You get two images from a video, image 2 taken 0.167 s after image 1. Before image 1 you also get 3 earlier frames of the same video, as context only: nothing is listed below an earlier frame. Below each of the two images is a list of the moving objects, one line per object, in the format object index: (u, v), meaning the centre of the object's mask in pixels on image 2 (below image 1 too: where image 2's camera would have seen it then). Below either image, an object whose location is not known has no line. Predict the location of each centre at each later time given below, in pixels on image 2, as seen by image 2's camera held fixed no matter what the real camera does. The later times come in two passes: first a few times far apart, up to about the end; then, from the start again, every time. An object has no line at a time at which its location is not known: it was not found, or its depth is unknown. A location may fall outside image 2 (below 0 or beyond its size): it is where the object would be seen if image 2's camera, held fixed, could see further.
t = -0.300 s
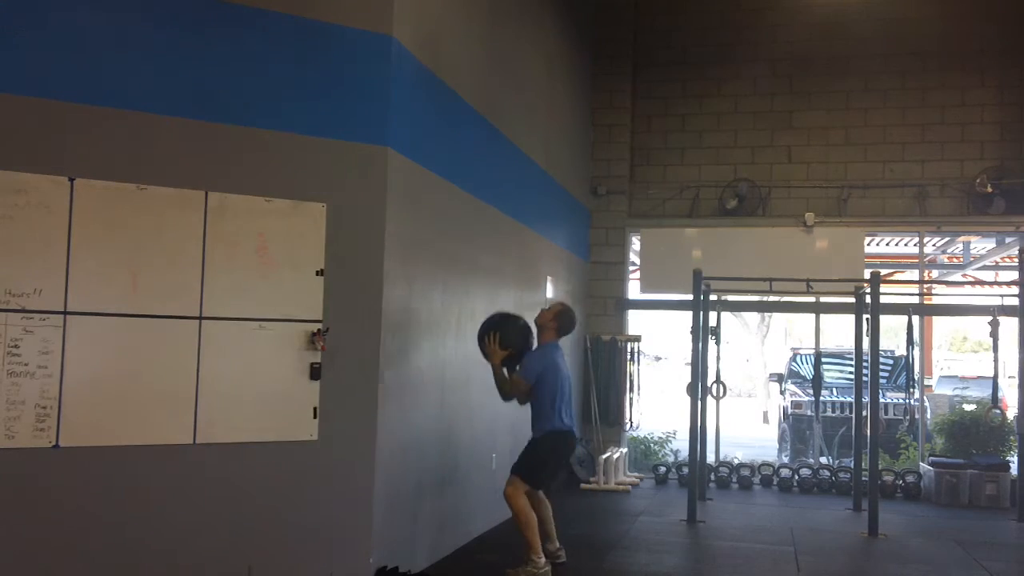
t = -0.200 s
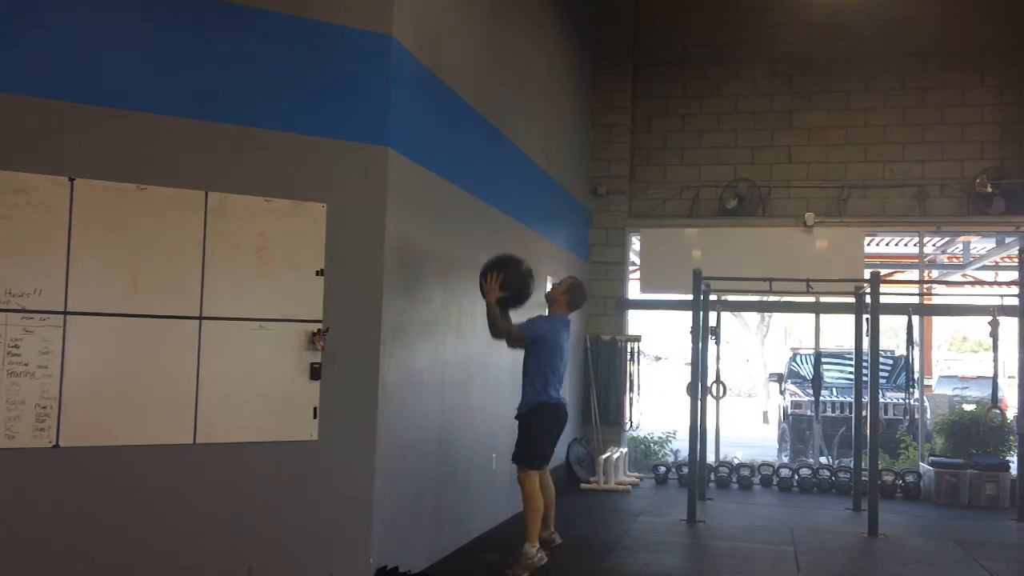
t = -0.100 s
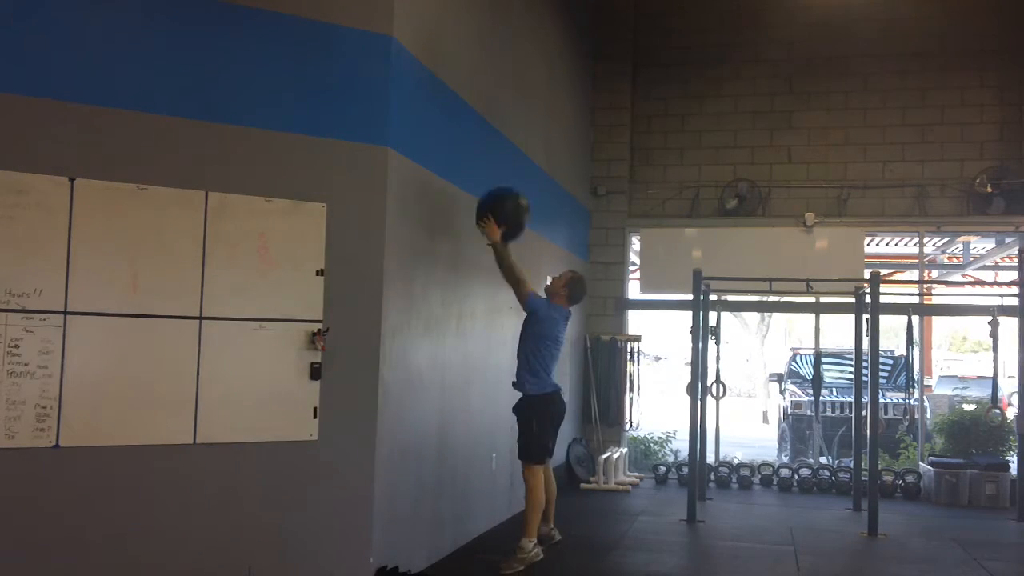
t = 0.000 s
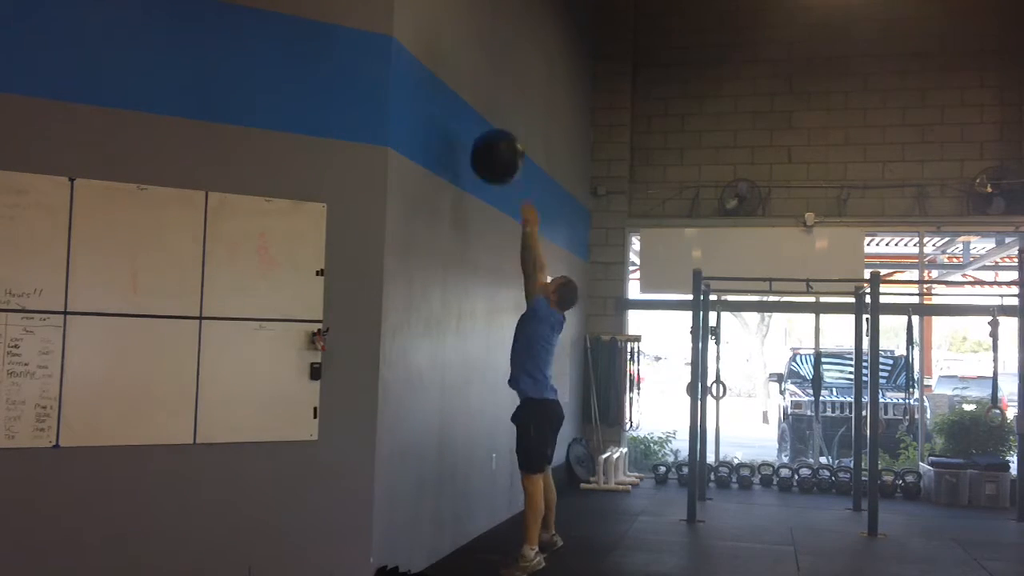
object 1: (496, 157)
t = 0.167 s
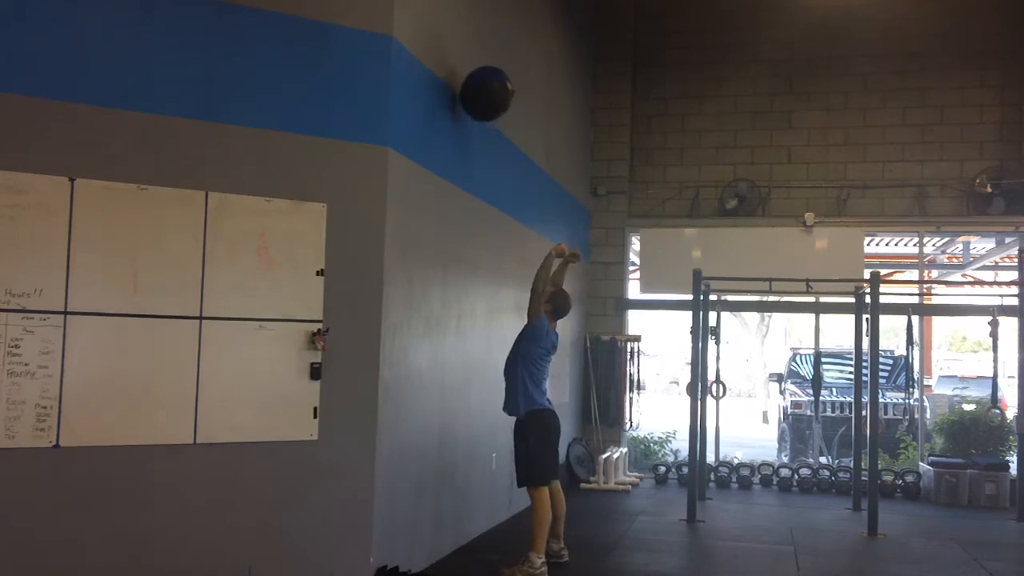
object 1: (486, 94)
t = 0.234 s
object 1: (481, 80)
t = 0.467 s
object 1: (487, 87)
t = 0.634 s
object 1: (494, 142)
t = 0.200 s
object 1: (484, 86)
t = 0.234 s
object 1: (481, 80)
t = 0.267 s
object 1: (479, 76)
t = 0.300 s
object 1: (479, 73)
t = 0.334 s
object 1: (480, 73)
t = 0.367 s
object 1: (482, 74)
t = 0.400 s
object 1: (483, 77)
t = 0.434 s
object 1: (486, 81)
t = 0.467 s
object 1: (487, 87)
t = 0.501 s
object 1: (489, 94)
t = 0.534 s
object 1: (491, 104)
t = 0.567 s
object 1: (492, 115)
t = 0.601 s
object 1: (493, 127)
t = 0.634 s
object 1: (494, 142)
